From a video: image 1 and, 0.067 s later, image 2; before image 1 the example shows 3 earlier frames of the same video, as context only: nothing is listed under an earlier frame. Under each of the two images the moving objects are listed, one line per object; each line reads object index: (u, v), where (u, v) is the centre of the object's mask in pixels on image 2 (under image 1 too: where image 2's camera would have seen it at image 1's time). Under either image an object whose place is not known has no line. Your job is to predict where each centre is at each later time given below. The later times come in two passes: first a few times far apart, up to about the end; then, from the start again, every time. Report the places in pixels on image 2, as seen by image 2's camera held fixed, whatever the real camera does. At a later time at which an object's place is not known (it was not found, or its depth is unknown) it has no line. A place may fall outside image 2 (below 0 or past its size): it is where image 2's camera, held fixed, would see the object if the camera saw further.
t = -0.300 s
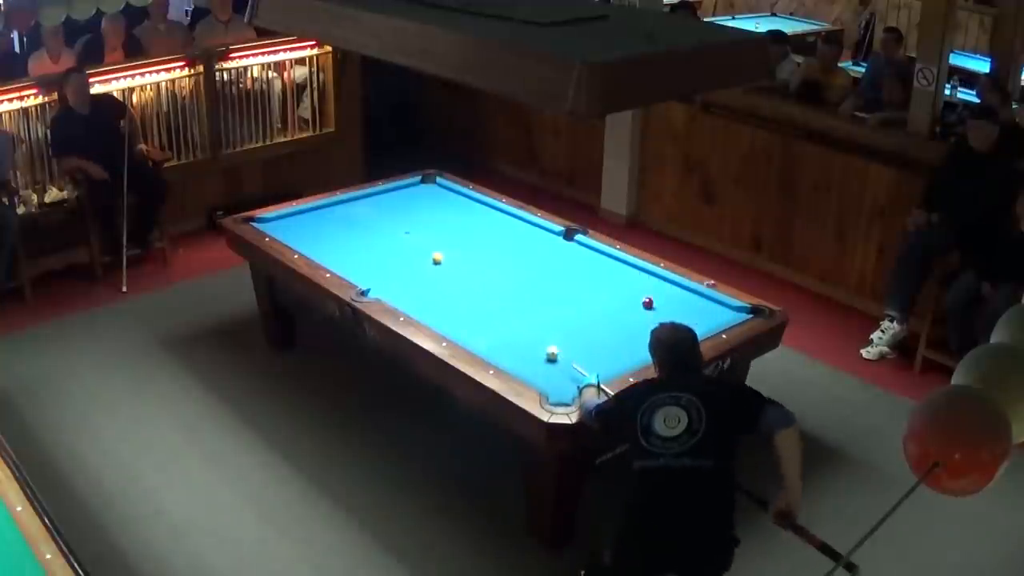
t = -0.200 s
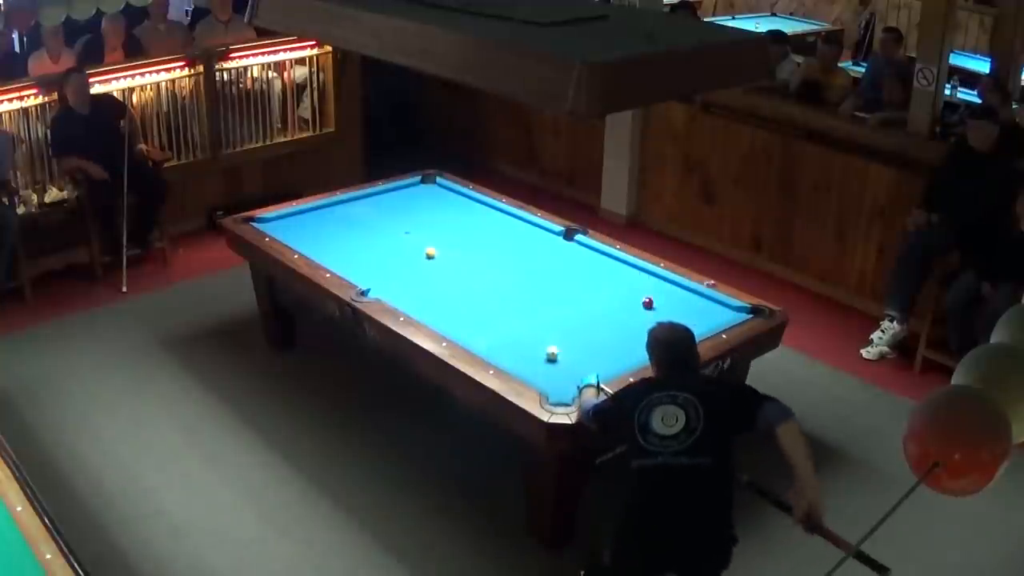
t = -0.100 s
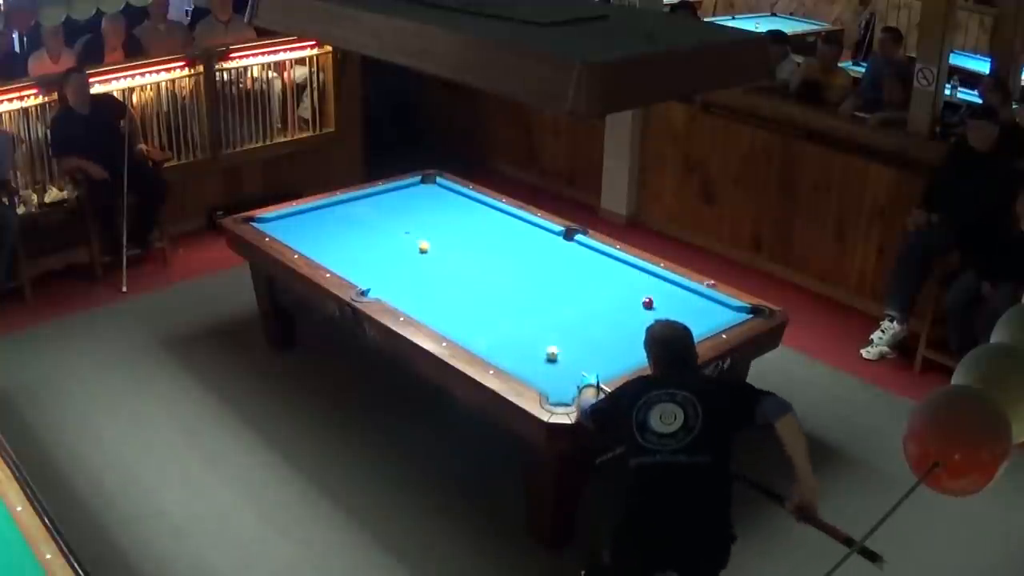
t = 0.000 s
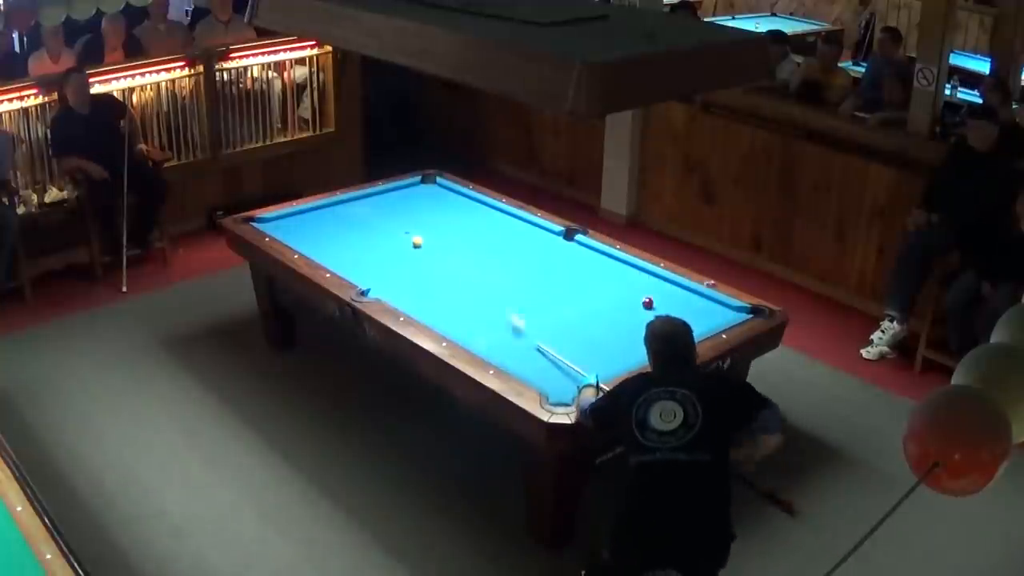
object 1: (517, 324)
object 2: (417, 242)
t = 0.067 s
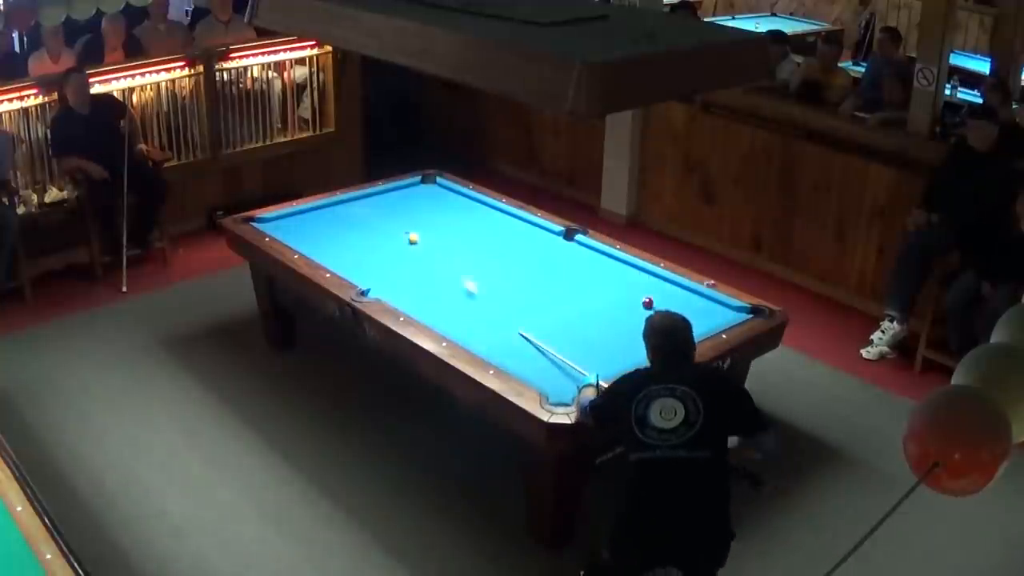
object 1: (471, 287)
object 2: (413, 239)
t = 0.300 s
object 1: (324, 218)
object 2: (424, 204)
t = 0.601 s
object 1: (337, 258)
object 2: (398, 196)
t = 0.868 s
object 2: (366, 220)
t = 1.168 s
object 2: (327, 249)
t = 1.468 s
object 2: (374, 261)
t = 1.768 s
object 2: (436, 267)
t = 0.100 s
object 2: (411, 237)
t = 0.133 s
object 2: (409, 235)
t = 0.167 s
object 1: (412, 243)
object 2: (406, 233)
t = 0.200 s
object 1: (392, 232)
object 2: (408, 228)
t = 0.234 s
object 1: (369, 227)
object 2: (414, 220)
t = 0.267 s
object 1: (346, 223)
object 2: (419, 212)
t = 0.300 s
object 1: (324, 218)
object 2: (424, 204)
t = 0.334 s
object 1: (303, 214)
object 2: (428, 197)
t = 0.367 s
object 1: (300, 216)
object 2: (433, 189)
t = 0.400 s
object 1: (305, 222)
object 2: (436, 184)
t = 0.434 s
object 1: (310, 228)
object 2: (426, 184)
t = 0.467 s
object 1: (315, 234)
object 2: (414, 184)
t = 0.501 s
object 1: (320, 240)
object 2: (410, 187)
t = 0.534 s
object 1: (326, 247)
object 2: (405, 190)
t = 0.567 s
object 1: (332, 252)
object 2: (402, 193)
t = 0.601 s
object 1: (337, 258)
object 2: (398, 196)
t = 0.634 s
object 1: (344, 264)
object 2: (393, 200)
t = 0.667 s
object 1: (349, 269)
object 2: (390, 202)
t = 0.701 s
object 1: (357, 274)
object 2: (387, 205)
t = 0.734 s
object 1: (369, 280)
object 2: (383, 208)
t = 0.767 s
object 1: (377, 284)
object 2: (378, 211)
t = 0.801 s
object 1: (387, 288)
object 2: (374, 214)
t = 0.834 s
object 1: (397, 293)
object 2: (370, 216)
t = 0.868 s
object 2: (366, 220)
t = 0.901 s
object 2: (362, 223)
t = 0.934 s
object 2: (358, 226)
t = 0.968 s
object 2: (353, 229)
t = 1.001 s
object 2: (349, 233)
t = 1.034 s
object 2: (345, 236)
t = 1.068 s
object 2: (340, 239)
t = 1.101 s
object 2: (336, 242)
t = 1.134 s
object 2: (331, 246)
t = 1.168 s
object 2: (327, 249)
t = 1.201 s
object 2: (323, 252)
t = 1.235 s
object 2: (322, 253)
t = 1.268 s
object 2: (329, 256)
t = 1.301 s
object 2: (337, 256)
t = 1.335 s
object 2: (345, 257)
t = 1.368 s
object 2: (352, 258)
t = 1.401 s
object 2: (360, 258)
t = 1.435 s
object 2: (366, 260)
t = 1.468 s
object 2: (374, 261)
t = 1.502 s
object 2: (380, 261)
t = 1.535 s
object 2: (388, 262)
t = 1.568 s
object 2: (395, 263)
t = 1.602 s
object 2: (402, 263)
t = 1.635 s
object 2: (408, 264)
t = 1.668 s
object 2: (415, 265)
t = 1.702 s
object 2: (422, 266)
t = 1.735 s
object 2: (429, 266)
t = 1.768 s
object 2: (436, 267)
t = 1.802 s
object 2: (444, 268)
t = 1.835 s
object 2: (451, 269)
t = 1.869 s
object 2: (458, 270)
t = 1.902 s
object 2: (465, 270)
